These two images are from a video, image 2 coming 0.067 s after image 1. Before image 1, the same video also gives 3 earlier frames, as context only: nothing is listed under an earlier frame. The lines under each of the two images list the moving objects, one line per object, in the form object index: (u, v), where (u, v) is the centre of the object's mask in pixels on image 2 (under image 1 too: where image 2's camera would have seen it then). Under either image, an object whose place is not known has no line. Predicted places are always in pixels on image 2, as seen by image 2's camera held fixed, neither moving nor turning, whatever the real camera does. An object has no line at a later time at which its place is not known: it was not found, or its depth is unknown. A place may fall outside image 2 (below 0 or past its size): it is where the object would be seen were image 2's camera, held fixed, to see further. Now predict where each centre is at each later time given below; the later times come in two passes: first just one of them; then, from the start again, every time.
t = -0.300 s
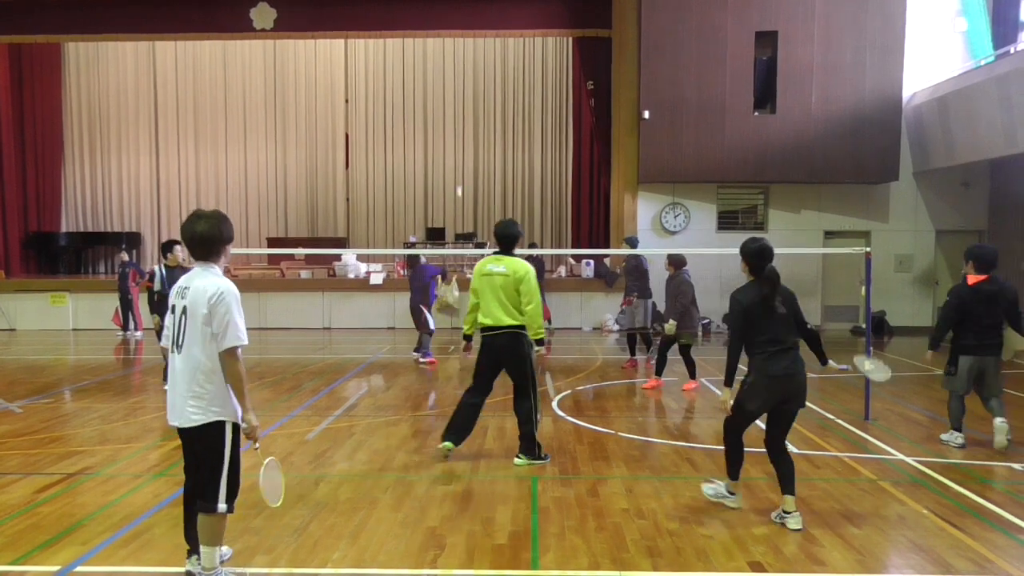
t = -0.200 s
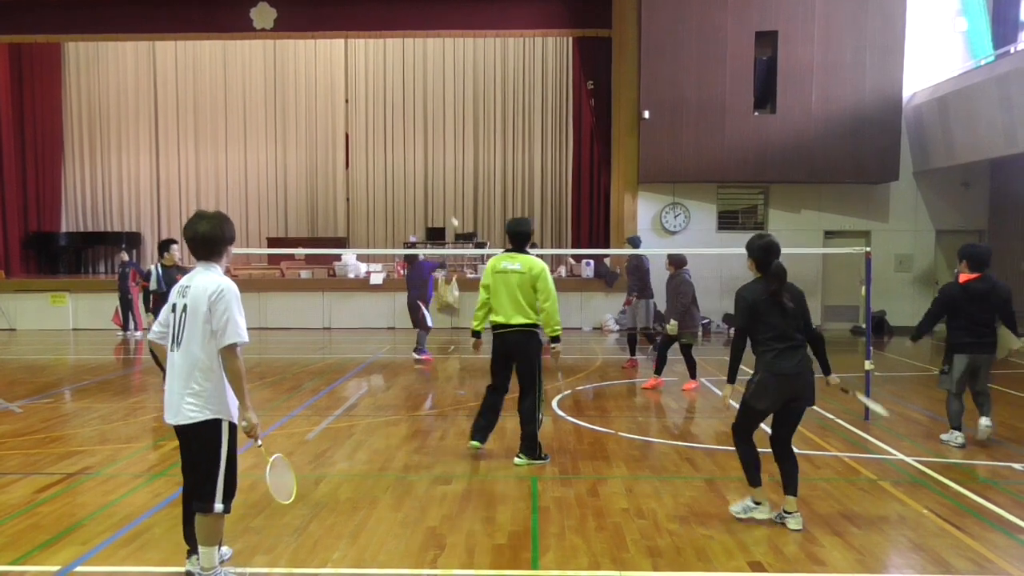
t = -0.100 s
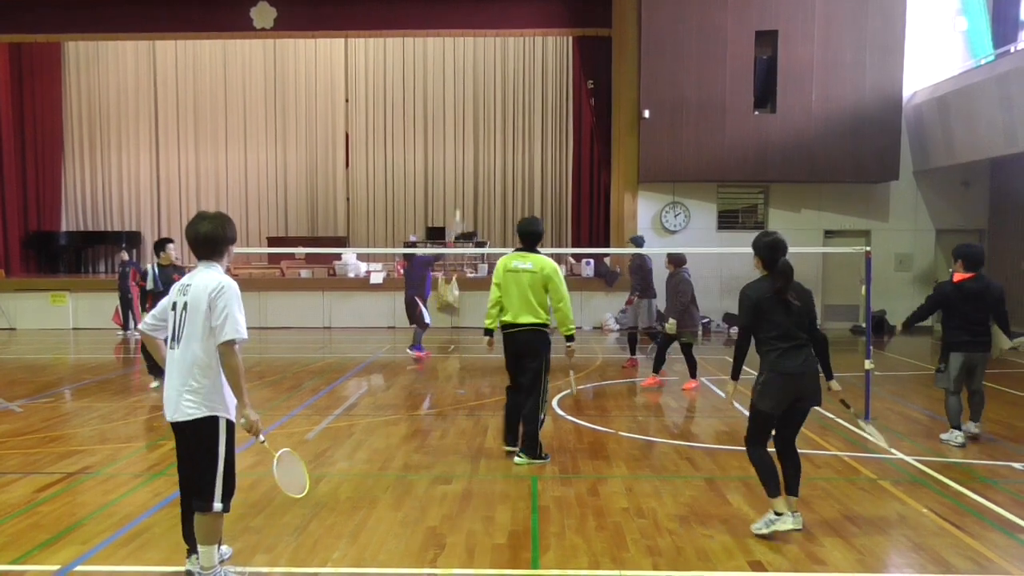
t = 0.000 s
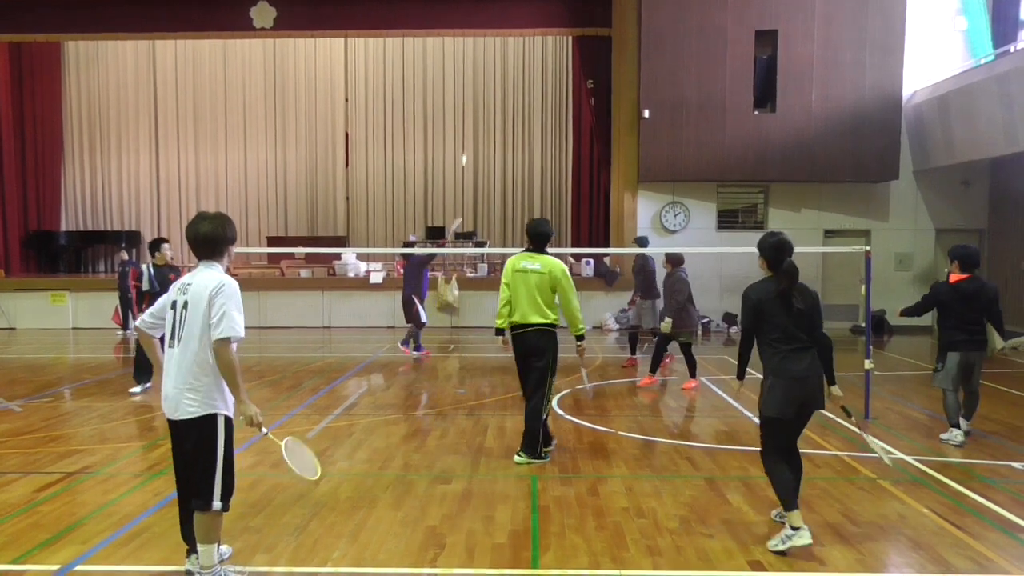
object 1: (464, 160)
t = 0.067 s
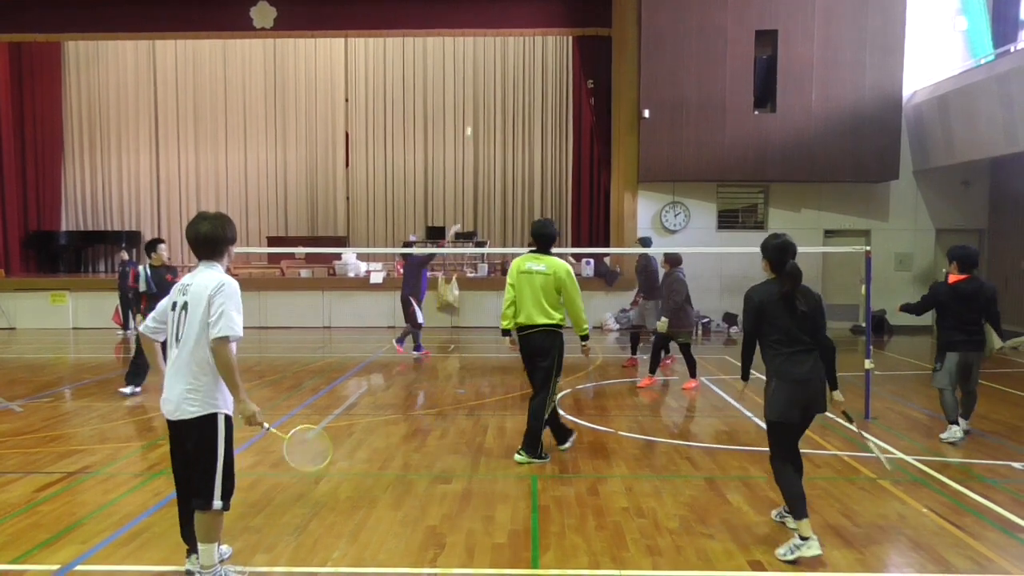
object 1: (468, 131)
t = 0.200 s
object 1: (476, 86)
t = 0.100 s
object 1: (470, 120)
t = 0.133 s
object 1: (472, 108)
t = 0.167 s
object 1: (475, 96)
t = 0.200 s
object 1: (476, 86)
